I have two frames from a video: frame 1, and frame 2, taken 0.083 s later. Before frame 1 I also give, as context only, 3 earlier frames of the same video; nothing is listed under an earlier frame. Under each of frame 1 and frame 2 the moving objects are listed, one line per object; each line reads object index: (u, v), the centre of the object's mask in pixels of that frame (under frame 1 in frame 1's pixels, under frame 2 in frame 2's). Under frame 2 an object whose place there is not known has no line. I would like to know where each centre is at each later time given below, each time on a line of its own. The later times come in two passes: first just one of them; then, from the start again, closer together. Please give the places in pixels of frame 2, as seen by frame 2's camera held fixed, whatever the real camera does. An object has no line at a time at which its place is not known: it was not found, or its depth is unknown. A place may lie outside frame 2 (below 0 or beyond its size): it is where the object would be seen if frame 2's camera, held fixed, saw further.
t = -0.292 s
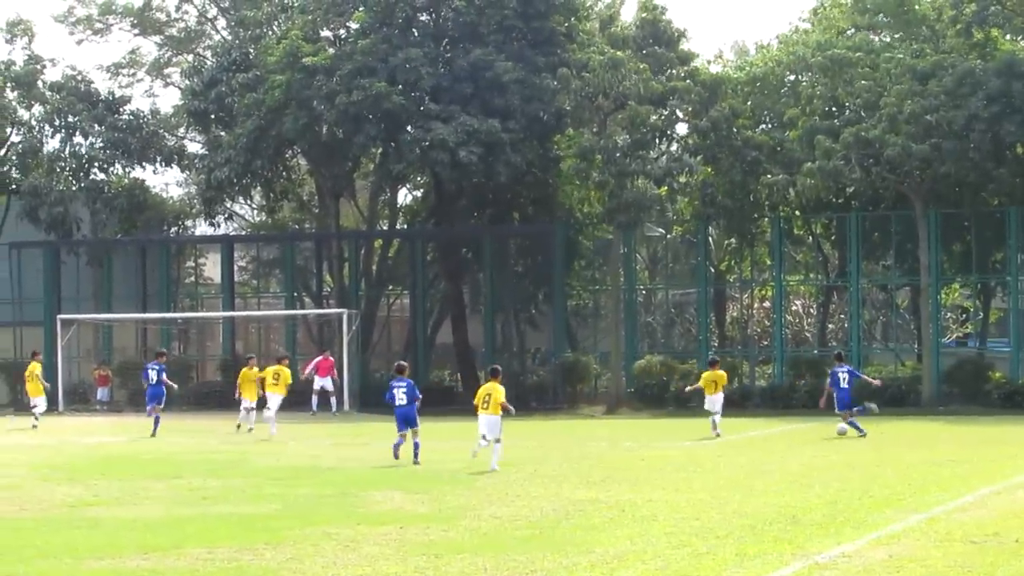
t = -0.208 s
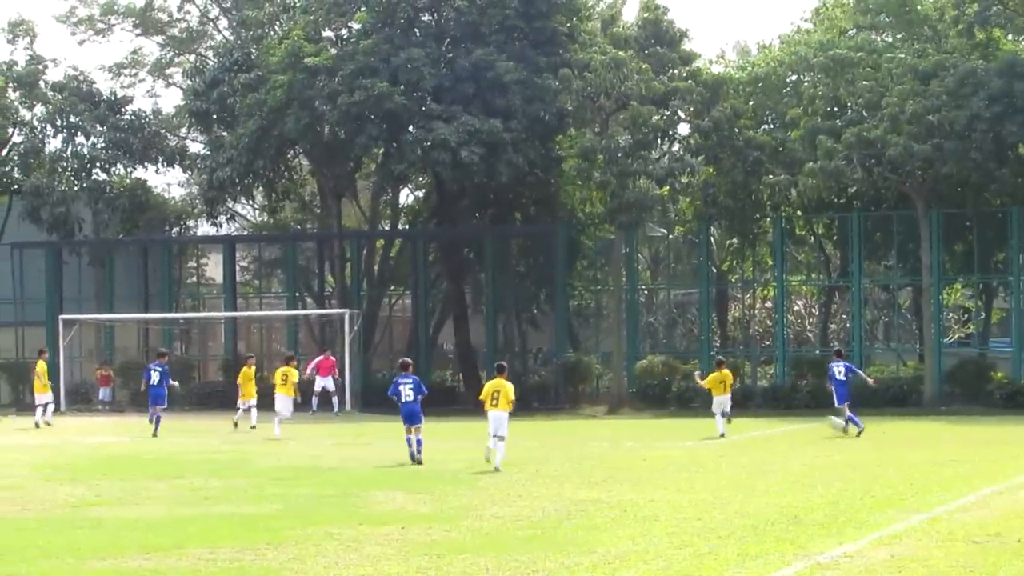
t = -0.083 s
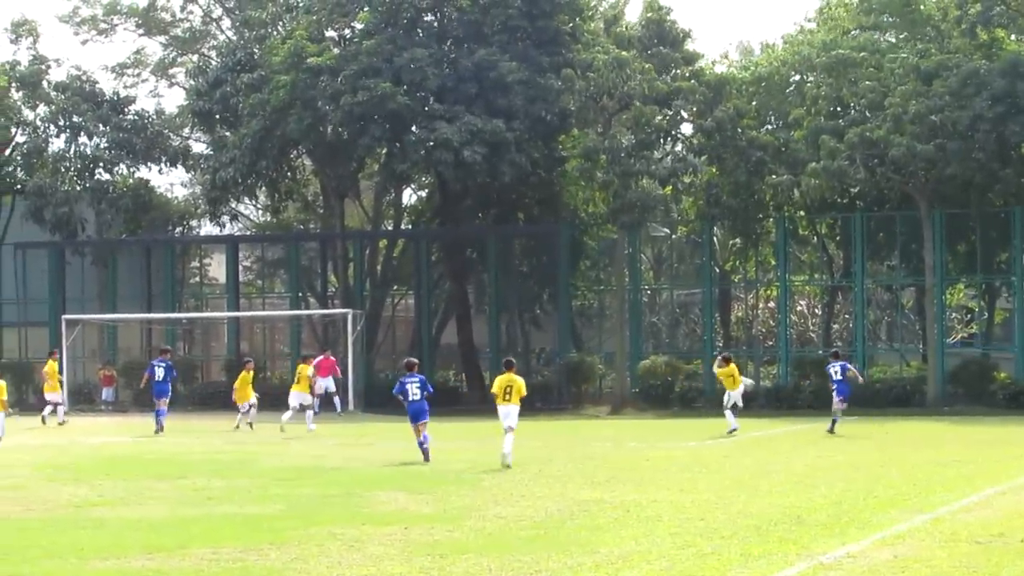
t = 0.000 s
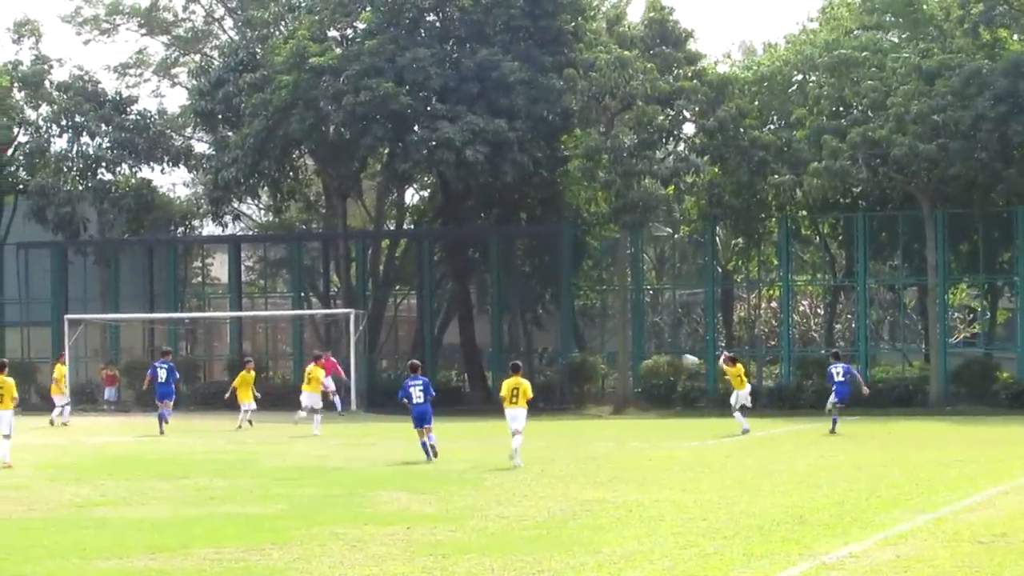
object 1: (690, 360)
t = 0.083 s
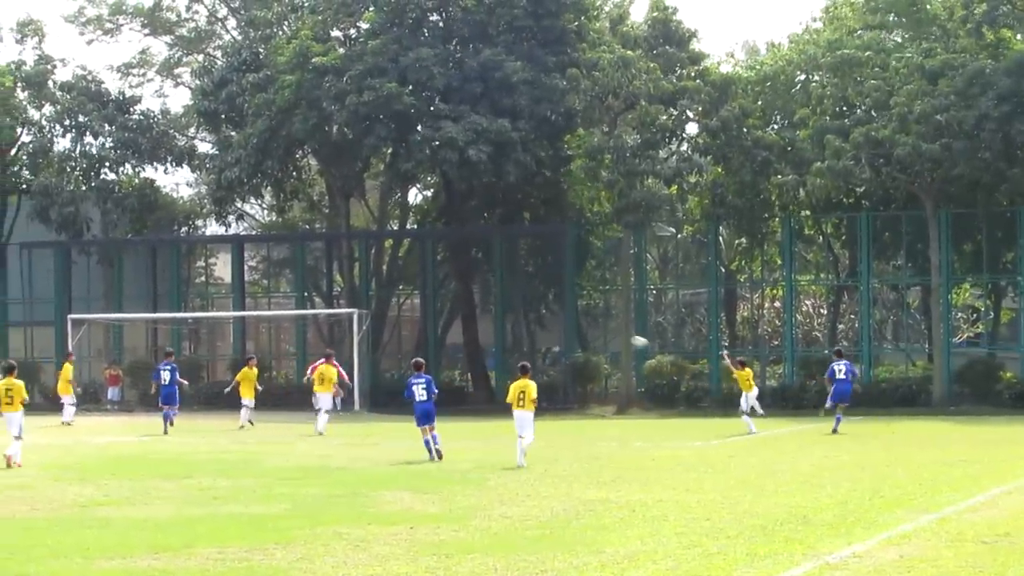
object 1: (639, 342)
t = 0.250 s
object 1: (540, 315)
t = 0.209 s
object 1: (564, 320)
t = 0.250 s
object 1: (540, 315)
